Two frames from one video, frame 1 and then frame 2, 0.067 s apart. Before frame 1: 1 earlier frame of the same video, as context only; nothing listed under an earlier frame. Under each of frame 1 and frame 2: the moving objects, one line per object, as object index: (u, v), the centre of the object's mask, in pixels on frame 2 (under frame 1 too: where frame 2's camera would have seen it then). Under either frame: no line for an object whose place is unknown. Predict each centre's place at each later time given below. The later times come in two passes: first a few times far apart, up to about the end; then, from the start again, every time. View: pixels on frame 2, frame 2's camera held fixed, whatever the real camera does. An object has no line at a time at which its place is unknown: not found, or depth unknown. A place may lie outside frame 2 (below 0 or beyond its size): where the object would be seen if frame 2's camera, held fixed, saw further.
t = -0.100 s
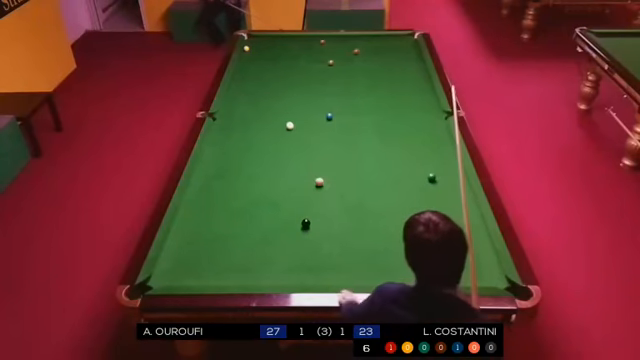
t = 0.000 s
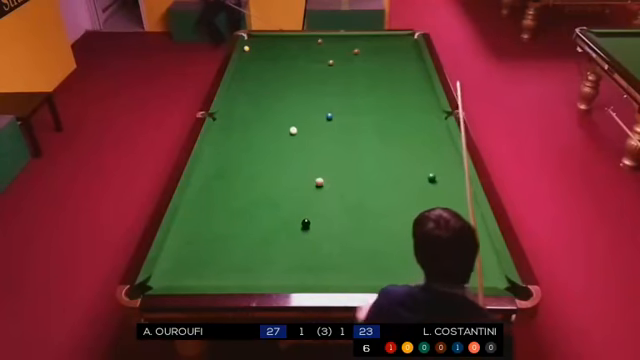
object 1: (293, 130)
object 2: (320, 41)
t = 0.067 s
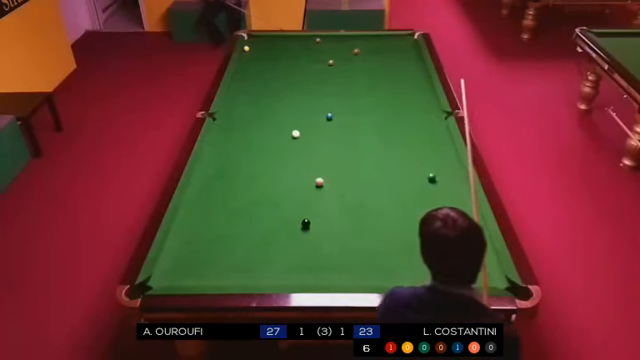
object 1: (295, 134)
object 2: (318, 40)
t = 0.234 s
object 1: (301, 142)
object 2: (314, 38)
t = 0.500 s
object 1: (311, 156)
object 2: (308, 36)
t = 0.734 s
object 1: (320, 168)
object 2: (304, 37)
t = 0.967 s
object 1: (330, 181)
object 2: (301, 37)
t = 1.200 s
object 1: (340, 195)
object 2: (298, 38)
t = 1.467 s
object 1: (352, 211)
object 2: (295, 39)
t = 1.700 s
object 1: (363, 226)
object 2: (292, 40)
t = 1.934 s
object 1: (374, 242)
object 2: (291, 41)
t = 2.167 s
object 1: (386, 258)
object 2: (290, 41)
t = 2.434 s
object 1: (400, 277)
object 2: (289, 41)
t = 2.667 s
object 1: (408, 275)
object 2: (288, 41)
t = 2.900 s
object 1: (412, 264)
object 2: (288, 41)
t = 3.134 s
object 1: (416, 255)
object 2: (288, 41)
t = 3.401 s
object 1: (420, 246)
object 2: (288, 41)
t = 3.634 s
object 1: (424, 240)
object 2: (288, 41)
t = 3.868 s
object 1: (427, 234)
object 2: (288, 41)
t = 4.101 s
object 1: (430, 229)
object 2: (288, 41)
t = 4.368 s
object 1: (433, 225)
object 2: (288, 41)
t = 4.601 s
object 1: (435, 222)
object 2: (288, 41)
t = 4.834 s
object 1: (437, 220)
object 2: (288, 41)
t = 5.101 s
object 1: (438, 218)
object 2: (288, 41)
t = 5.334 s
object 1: (439, 217)
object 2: (288, 41)
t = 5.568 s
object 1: (440, 217)
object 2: (288, 41)
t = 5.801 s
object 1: (439, 217)
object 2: (288, 41)
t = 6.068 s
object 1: (439, 217)
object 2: (288, 41)
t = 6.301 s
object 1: (439, 217)
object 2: (288, 42)
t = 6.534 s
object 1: (439, 217)
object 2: (288, 42)
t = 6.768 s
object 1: (439, 217)
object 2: (288, 41)
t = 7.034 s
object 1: (439, 217)
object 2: (288, 41)
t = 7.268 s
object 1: (439, 217)
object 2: (288, 41)
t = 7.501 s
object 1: (440, 217)
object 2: (288, 41)
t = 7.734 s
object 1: (440, 217)
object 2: (288, 41)
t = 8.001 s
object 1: (440, 217)
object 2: (288, 41)
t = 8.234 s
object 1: (440, 217)
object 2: (288, 41)
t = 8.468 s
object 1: (440, 217)
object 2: (288, 41)
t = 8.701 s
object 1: (440, 217)
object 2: (288, 41)
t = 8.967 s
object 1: (440, 217)
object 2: (288, 42)
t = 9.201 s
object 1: (440, 217)
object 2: (288, 42)
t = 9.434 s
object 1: (440, 217)
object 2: (288, 42)
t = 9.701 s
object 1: (440, 217)
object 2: (288, 42)
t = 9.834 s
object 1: (440, 217)
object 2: (288, 42)
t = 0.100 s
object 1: (296, 135)
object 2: (317, 40)
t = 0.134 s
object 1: (298, 137)
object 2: (317, 39)
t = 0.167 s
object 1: (299, 139)
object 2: (315, 39)
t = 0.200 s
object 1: (300, 140)
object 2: (315, 38)
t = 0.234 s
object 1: (301, 142)
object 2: (314, 38)
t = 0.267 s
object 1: (302, 144)
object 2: (313, 38)
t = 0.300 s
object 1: (304, 145)
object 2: (312, 37)
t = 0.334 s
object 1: (305, 147)
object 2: (311, 37)
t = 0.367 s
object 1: (306, 149)
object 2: (311, 37)
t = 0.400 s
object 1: (307, 150)
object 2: (310, 37)
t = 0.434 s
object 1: (309, 152)
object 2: (309, 37)
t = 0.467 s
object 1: (310, 154)
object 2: (308, 36)
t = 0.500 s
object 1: (311, 156)
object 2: (308, 36)
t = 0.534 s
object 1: (312, 157)
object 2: (307, 36)
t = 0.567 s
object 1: (314, 159)
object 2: (306, 36)
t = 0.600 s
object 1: (315, 161)
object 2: (306, 35)
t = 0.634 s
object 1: (316, 163)
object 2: (305, 35)
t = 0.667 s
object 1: (318, 165)
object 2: (305, 37)
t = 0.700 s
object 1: (319, 166)
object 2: (304, 37)
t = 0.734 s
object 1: (320, 168)
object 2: (304, 37)
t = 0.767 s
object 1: (322, 170)
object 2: (303, 37)
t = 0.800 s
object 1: (323, 172)
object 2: (303, 37)
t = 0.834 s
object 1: (325, 174)
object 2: (302, 37)
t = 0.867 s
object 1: (326, 176)
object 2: (302, 37)
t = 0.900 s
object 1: (327, 178)
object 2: (301, 37)
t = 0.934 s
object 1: (328, 180)
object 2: (301, 37)
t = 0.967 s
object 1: (330, 181)
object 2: (301, 37)
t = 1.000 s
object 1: (331, 184)
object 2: (300, 37)
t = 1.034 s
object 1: (333, 186)
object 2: (300, 38)
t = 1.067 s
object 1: (334, 187)
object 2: (299, 38)
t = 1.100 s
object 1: (336, 190)
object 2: (299, 38)
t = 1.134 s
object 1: (337, 191)
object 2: (299, 38)
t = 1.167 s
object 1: (338, 193)
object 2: (298, 38)
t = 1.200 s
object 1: (340, 195)
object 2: (298, 38)
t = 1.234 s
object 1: (341, 197)
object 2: (297, 38)
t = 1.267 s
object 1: (343, 199)
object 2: (297, 39)
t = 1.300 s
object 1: (344, 201)
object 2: (297, 39)
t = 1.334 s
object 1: (346, 203)
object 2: (297, 39)
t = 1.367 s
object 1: (347, 205)
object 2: (296, 39)
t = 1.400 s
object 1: (349, 207)
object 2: (295, 39)
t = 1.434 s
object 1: (350, 210)
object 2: (295, 39)
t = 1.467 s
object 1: (352, 211)
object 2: (295, 39)
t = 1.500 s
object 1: (353, 214)
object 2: (294, 39)
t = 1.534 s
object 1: (355, 216)
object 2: (294, 39)
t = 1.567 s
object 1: (357, 218)
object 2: (294, 40)
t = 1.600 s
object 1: (358, 220)
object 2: (293, 40)
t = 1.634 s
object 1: (360, 222)
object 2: (293, 40)
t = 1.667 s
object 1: (361, 224)
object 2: (293, 40)
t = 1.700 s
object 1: (363, 226)
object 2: (292, 40)
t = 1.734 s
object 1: (365, 229)
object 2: (292, 40)
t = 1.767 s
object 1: (366, 231)
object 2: (292, 40)
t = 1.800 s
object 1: (368, 233)
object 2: (292, 40)
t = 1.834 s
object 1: (370, 235)
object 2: (292, 40)
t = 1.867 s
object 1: (371, 237)
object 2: (292, 40)
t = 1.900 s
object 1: (373, 240)
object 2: (291, 41)
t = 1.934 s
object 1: (374, 242)
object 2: (291, 41)
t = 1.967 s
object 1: (376, 244)
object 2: (291, 41)
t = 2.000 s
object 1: (377, 246)
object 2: (291, 41)
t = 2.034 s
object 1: (379, 249)
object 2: (290, 41)
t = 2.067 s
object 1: (381, 251)
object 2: (290, 41)
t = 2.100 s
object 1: (383, 253)
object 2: (290, 41)
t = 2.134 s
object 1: (384, 255)
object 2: (290, 41)
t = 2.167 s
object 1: (386, 258)
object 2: (290, 41)
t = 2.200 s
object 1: (388, 260)
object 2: (290, 41)
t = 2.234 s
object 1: (390, 262)
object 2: (290, 41)
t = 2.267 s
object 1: (391, 265)
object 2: (290, 41)
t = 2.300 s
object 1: (393, 267)
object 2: (289, 41)
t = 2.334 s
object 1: (395, 269)
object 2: (289, 41)
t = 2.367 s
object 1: (397, 272)
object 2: (289, 41)
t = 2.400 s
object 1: (398, 274)
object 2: (289, 41)
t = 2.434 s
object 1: (400, 277)
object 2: (289, 41)
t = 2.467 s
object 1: (402, 279)
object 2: (289, 41)
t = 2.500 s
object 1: (403, 280)
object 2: (289, 41)
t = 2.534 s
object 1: (405, 280)
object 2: (289, 41)
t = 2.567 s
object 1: (405, 279)
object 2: (289, 41)
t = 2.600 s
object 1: (406, 278)
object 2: (289, 41)
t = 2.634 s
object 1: (407, 276)
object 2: (289, 41)
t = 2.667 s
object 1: (408, 275)
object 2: (288, 41)
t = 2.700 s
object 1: (408, 273)
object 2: (288, 41)
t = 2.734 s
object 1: (409, 272)
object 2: (288, 41)
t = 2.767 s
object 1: (409, 270)
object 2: (288, 41)
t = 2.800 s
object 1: (410, 269)
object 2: (288, 41)
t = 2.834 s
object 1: (411, 267)
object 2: (288, 41)
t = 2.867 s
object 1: (411, 266)
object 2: (288, 41)
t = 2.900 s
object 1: (412, 264)
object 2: (288, 41)
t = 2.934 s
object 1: (413, 263)
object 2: (288, 41)
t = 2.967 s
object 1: (413, 262)
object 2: (288, 41)
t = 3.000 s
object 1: (414, 260)
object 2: (288, 41)
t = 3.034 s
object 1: (414, 259)
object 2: (288, 41)
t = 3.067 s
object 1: (415, 258)
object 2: (288, 41)
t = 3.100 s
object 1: (416, 257)
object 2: (288, 41)
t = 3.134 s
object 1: (416, 255)
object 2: (288, 41)
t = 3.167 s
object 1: (417, 254)
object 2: (288, 41)
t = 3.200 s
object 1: (417, 253)
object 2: (288, 41)
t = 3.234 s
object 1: (418, 252)
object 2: (288, 41)
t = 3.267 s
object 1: (418, 251)
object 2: (288, 41)
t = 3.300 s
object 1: (419, 249)
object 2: (288, 41)
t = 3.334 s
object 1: (419, 248)
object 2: (288, 41)
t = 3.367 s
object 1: (420, 247)
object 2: (288, 41)
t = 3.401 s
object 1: (420, 246)
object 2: (288, 41)
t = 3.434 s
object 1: (421, 245)
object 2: (288, 41)
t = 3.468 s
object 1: (421, 244)
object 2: (288, 41)
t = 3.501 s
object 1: (422, 243)
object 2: (288, 41)
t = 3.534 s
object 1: (422, 242)
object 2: (288, 41)
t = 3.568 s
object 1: (423, 242)
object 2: (288, 41)
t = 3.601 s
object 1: (423, 241)
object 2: (288, 41)
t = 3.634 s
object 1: (424, 240)
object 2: (288, 41)
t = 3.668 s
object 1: (424, 239)
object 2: (288, 41)
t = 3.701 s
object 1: (425, 238)
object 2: (288, 41)
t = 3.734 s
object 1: (425, 237)
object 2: (288, 41)
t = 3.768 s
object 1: (426, 236)
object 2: (288, 41)
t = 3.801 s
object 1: (426, 235)
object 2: (288, 41)
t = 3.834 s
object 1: (427, 235)
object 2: (288, 41)
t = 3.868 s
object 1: (427, 234)
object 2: (288, 41)
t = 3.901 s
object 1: (427, 233)
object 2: (288, 41)
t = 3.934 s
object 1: (428, 232)
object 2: (288, 41)
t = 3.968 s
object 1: (428, 231)
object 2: (288, 41)
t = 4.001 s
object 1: (429, 231)
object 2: (288, 41)
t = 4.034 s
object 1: (429, 230)
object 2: (288, 41)
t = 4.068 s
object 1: (429, 230)
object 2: (288, 41)
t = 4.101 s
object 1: (430, 229)
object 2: (288, 41)
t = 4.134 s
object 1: (430, 228)
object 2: (288, 41)
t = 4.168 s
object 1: (430, 228)
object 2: (288, 41)
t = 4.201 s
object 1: (431, 227)
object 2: (288, 41)
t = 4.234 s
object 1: (431, 227)
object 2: (288, 41)
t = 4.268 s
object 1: (432, 226)
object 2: (288, 41)
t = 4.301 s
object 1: (432, 226)
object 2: (288, 41)
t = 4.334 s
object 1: (432, 225)
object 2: (288, 41)
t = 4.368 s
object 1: (433, 225)
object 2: (288, 41)
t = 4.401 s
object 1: (433, 224)
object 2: (288, 41)
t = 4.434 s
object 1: (433, 224)
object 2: (288, 41)
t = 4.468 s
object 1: (434, 223)
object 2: (288, 41)
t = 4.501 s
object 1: (434, 223)
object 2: (288, 41)
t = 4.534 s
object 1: (434, 222)
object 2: (288, 41)
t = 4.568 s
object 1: (435, 222)
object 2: (288, 41)
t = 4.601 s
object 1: (435, 222)
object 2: (288, 41)
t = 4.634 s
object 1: (435, 221)
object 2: (288, 41)
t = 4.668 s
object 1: (435, 221)
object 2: (288, 41)
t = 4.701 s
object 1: (436, 221)
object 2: (288, 41)
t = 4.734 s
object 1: (436, 220)
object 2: (288, 41)
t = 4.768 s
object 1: (436, 220)
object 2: (288, 41)
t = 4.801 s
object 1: (436, 220)
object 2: (288, 41)
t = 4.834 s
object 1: (437, 220)
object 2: (288, 41)
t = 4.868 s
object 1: (437, 219)
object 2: (288, 41)
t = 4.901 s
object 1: (437, 219)
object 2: (288, 41)
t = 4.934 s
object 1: (437, 219)
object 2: (288, 41)
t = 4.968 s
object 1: (438, 219)
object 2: (288, 41)
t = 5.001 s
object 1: (438, 218)
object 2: (288, 41)
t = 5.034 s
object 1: (438, 218)
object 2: (288, 41)
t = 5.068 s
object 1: (438, 218)
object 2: (288, 41)
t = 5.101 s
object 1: (438, 218)
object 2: (288, 41)
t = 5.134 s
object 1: (439, 218)
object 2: (288, 41)
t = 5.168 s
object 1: (439, 218)
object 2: (288, 41)
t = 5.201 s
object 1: (439, 218)
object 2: (288, 41)
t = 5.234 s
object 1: (439, 218)
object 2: (288, 41)
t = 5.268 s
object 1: (439, 217)
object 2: (288, 41)
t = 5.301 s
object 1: (439, 217)
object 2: (288, 41)
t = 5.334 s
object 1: (439, 217)
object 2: (288, 41)
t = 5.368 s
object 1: (439, 217)
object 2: (288, 41)
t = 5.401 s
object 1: (439, 217)
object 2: (288, 41)
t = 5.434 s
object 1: (439, 217)
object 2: (288, 41)
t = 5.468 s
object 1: (439, 217)
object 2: (288, 41)
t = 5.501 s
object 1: (440, 217)
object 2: (288, 41)
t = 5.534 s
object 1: (440, 217)
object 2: (288, 41)
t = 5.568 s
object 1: (440, 217)
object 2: (288, 41)
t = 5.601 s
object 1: (440, 217)
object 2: (288, 41)
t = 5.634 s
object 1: (440, 217)
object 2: (288, 41)
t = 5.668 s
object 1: (440, 217)
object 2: (288, 41)
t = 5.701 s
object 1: (439, 217)
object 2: (288, 41)
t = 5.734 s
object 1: (439, 217)
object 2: (288, 41)
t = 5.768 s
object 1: (439, 217)
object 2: (288, 42)
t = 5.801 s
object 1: (439, 217)
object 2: (288, 41)
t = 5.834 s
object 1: (439, 217)
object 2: (288, 41)
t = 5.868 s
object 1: (439, 217)
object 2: (288, 41)
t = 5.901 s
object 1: (439, 217)
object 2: (288, 41)
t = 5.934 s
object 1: (439, 217)
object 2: (288, 41)
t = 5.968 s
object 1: (439, 217)
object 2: (288, 41)
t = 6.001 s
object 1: (439, 217)
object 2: (288, 42)
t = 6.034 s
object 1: (439, 217)
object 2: (288, 41)
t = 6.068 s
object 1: (439, 217)
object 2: (288, 41)
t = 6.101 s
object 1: (439, 217)
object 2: (288, 41)
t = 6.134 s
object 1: (439, 217)
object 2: (288, 41)
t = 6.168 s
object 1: (439, 217)
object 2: (288, 42)
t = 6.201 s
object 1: (439, 217)
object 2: (288, 42)
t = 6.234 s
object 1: (439, 217)
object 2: (288, 42)
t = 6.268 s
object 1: (439, 217)
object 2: (288, 42)
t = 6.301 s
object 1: (439, 217)
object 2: (288, 42)
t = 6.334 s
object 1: (439, 217)
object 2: (288, 42)
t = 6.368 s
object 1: (439, 217)
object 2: (288, 42)
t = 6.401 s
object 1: (439, 217)
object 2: (288, 42)
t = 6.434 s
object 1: (439, 217)
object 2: (288, 42)
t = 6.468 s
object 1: (439, 217)
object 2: (288, 42)
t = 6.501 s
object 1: (439, 217)
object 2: (288, 42)
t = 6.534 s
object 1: (439, 217)
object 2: (288, 42)
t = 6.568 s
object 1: (439, 217)
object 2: (288, 42)
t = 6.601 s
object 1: (439, 217)
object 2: (288, 42)
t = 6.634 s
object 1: (439, 217)
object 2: (288, 42)
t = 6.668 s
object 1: (439, 217)
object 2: (288, 41)
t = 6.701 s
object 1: (439, 217)
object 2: (288, 41)
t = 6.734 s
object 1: (439, 217)
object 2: (288, 41)
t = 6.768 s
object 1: (439, 217)
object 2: (288, 41)
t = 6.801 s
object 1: (439, 217)
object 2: (288, 41)
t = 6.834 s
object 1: (439, 217)
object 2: (288, 41)
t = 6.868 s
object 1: (439, 217)
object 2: (288, 41)
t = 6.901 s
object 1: (439, 217)
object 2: (288, 41)
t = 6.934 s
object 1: (439, 217)
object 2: (288, 41)
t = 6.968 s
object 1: (439, 217)
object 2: (288, 41)
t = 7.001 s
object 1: (439, 217)
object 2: (288, 41)
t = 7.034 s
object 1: (439, 217)
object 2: (288, 41)
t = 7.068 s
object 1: (439, 217)
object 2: (288, 41)
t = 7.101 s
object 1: (439, 217)
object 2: (288, 41)
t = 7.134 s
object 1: (439, 217)
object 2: (288, 41)
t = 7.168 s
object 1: (439, 217)
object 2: (288, 41)
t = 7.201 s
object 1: (439, 217)
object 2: (288, 41)
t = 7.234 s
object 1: (439, 217)
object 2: (288, 41)
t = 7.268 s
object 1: (439, 217)
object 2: (288, 41)
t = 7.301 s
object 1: (439, 217)
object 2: (288, 41)
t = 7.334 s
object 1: (439, 217)
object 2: (288, 41)
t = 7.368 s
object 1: (440, 217)
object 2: (288, 41)
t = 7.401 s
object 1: (440, 217)
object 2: (288, 41)
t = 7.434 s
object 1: (440, 217)
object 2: (288, 41)
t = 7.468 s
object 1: (440, 217)
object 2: (288, 41)
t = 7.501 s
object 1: (440, 217)
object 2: (288, 41)
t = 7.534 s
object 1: (440, 217)
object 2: (288, 41)
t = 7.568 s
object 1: (440, 217)
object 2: (288, 41)
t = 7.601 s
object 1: (440, 217)
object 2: (288, 41)
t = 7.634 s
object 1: (440, 217)
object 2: (288, 41)
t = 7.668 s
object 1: (440, 217)
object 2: (288, 41)
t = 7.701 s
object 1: (440, 217)
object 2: (288, 41)
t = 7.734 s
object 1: (440, 217)
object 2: (288, 41)
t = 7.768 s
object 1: (440, 217)
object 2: (288, 41)
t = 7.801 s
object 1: (440, 217)
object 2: (288, 41)
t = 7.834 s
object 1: (440, 217)
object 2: (288, 41)
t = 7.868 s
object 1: (440, 217)
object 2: (288, 41)
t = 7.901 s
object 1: (440, 217)
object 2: (288, 41)
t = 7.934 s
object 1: (440, 217)
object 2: (288, 41)
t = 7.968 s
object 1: (440, 217)
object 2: (288, 41)
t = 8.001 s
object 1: (440, 217)
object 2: (288, 41)
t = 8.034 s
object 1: (440, 217)
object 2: (288, 41)
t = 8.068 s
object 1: (440, 217)
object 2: (288, 41)
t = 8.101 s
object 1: (440, 217)
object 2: (288, 41)
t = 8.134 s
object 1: (440, 217)
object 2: (288, 41)
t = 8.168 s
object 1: (440, 217)
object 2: (288, 41)
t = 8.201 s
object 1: (440, 217)
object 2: (288, 41)
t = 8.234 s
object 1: (440, 217)
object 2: (288, 41)
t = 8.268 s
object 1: (440, 217)
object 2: (288, 41)
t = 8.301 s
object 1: (440, 217)
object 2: (288, 41)
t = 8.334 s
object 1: (440, 217)
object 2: (288, 41)
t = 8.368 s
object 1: (440, 217)
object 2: (288, 41)
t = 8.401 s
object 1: (440, 217)
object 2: (288, 41)
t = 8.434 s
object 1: (440, 217)
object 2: (288, 41)
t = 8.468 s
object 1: (440, 217)
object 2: (288, 41)
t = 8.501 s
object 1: (440, 217)
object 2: (288, 41)
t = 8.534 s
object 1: (440, 217)
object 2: (288, 41)
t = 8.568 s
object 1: (440, 217)
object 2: (288, 41)
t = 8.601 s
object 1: (440, 217)
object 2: (288, 41)
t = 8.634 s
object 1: (440, 217)
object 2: (288, 41)
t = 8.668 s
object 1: (440, 217)
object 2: (288, 41)
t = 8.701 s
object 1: (440, 217)
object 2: (288, 41)
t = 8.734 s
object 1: (440, 217)
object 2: (289, 42)
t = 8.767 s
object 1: (439, 217)
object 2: (288, 42)
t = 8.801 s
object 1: (440, 217)
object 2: (288, 42)
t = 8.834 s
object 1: (440, 217)
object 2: (288, 42)
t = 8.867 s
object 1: (440, 217)
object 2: (288, 42)
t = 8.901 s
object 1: (440, 217)
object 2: (288, 42)
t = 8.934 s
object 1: (440, 217)
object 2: (288, 42)
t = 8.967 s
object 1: (440, 217)
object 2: (288, 42)
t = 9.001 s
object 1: (440, 217)
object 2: (288, 42)
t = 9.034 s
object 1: (440, 217)
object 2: (288, 42)
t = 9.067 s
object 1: (440, 217)
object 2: (288, 42)
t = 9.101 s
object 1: (440, 217)
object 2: (288, 42)
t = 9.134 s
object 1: (440, 217)
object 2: (288, 42)
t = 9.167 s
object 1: (440, 217)
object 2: (288, 42)
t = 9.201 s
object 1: (440, 217)
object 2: (288, 42)
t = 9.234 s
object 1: (440, 217)
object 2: (288, 42)
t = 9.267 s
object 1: (440, 217)
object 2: (288, 42)
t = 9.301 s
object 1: (440, 217)
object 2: (288, 42)
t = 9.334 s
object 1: (440, 217)
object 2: (288, 42)
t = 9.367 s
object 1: (440, 217)
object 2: (288, 42)
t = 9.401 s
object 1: (440, 217)
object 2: (288, 42)
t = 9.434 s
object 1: (440, 217)
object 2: (288, 42)
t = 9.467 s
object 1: (440, 217)
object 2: (288, 42)
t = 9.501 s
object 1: (440, 217)
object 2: (288, 42)
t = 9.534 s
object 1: (440, 217)
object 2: (288, 42)
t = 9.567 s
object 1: (440, 217)
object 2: (288, 42)
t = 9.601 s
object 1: (440, 217)
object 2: (288, 42)
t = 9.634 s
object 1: (440, 217)
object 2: (288, 42)
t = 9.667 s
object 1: (440, 217)
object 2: (288, 42)
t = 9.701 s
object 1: (440, 217)
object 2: (288, 42)
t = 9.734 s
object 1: (440, 217)
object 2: (288, 42)
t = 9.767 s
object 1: (440, 217)
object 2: (288, 42)
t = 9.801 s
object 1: (440, 217)
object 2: (288, 42)
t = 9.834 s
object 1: (440, 217)
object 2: (288, 42)
